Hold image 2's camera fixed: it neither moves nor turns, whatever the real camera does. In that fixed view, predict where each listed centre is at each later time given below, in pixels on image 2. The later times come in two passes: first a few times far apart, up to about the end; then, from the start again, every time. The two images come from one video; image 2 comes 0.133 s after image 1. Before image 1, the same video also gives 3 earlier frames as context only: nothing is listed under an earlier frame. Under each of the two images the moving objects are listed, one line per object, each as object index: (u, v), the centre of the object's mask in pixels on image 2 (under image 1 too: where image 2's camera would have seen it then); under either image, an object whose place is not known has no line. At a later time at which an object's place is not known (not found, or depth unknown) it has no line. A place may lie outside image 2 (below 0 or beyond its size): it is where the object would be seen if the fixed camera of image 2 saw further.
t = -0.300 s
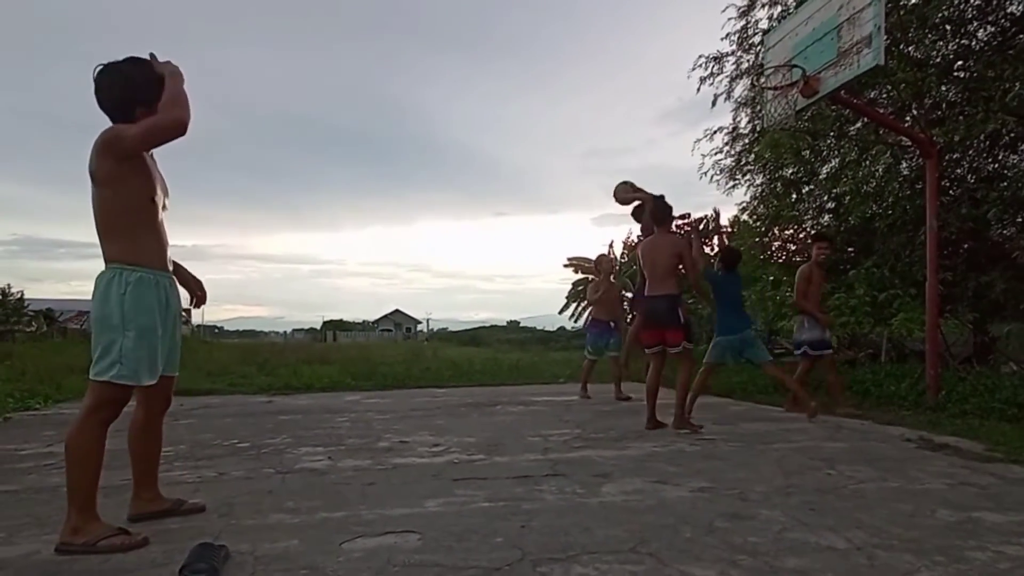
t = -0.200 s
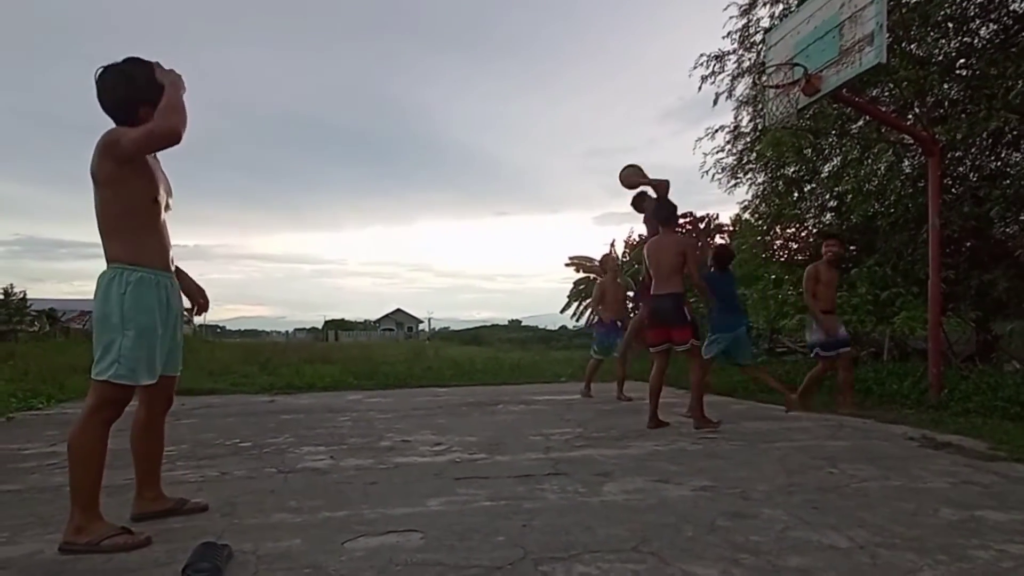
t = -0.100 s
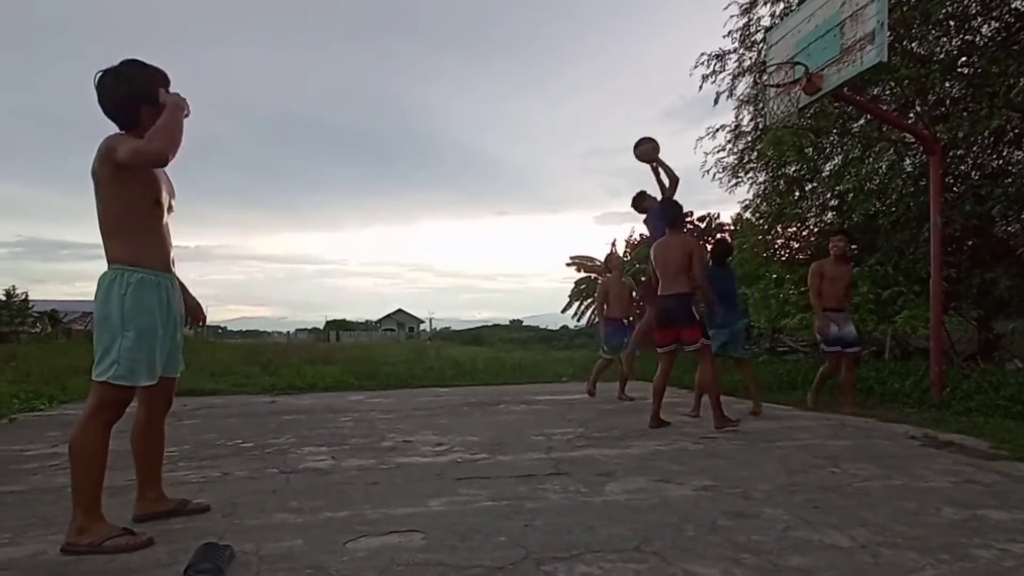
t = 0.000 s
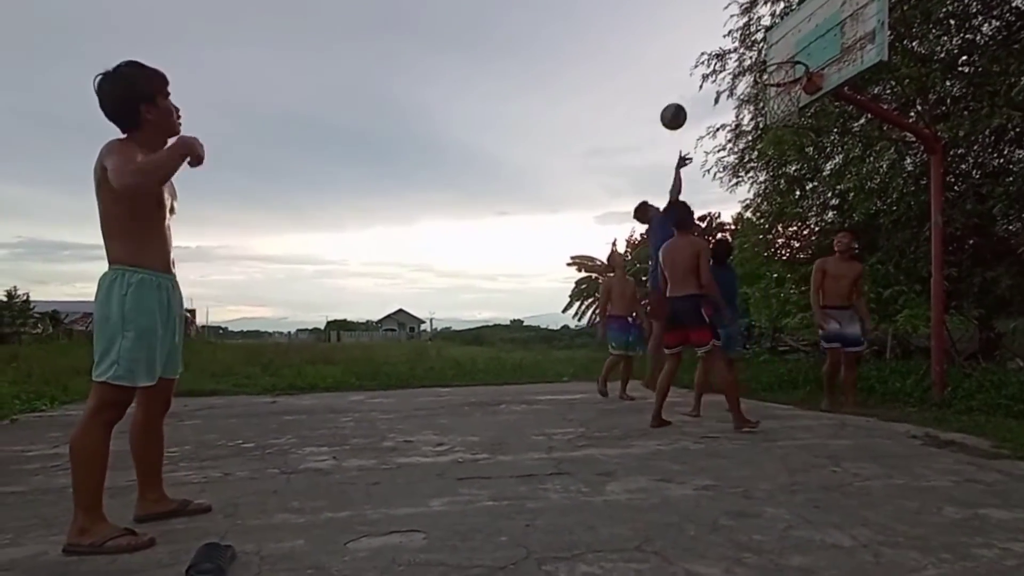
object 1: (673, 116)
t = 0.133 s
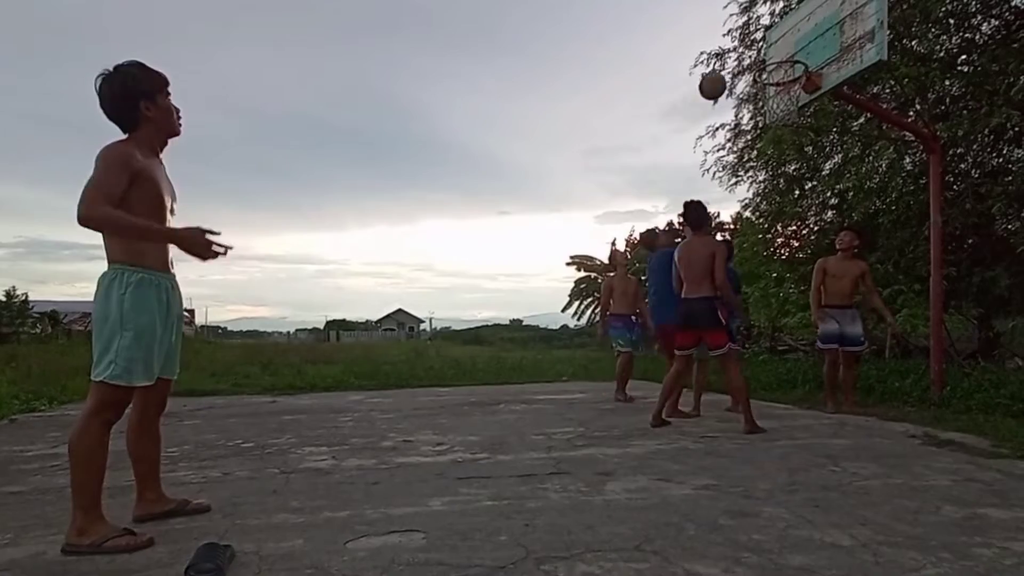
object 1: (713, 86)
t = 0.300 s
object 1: (732, 74)
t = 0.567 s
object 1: (688, 114)
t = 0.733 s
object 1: (662, 175)
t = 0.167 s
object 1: (723, 81)
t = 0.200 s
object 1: (733, 78)
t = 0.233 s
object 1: (742, 76)
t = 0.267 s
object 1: (738, 74)
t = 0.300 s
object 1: (732, 74)
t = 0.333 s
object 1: (726, 75)
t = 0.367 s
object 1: (720, 78)
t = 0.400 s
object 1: (715, 81)
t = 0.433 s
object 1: (709, 85)
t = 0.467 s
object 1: (704, 91)
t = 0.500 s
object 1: (698, 97)
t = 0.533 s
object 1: (693, 105)
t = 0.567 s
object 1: (688, 114)
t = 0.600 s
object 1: (682, 124)
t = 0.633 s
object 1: (677, 135)
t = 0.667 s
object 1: (672, 148)
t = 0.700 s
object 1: (667, 161)
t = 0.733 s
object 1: (662, 175)
